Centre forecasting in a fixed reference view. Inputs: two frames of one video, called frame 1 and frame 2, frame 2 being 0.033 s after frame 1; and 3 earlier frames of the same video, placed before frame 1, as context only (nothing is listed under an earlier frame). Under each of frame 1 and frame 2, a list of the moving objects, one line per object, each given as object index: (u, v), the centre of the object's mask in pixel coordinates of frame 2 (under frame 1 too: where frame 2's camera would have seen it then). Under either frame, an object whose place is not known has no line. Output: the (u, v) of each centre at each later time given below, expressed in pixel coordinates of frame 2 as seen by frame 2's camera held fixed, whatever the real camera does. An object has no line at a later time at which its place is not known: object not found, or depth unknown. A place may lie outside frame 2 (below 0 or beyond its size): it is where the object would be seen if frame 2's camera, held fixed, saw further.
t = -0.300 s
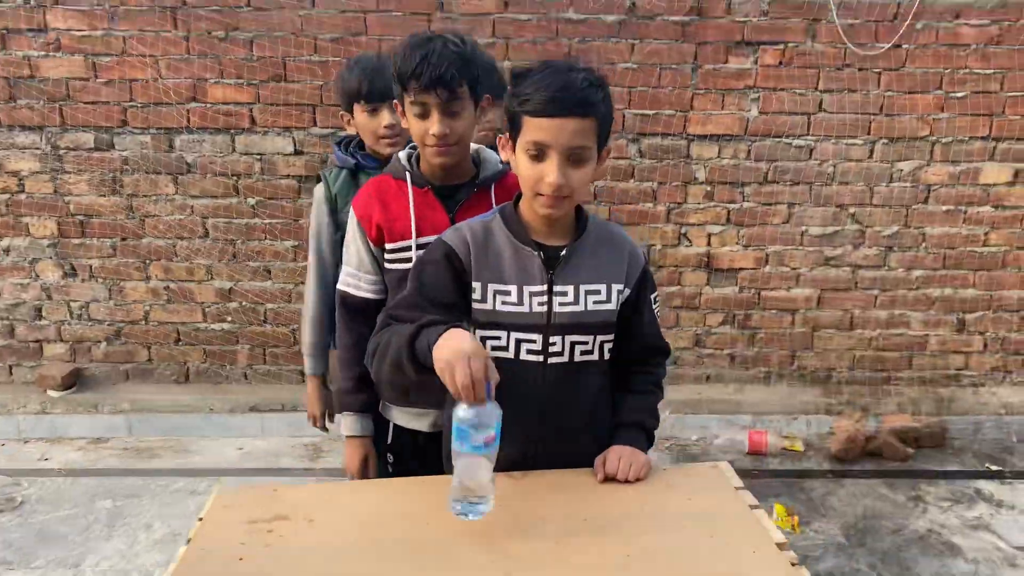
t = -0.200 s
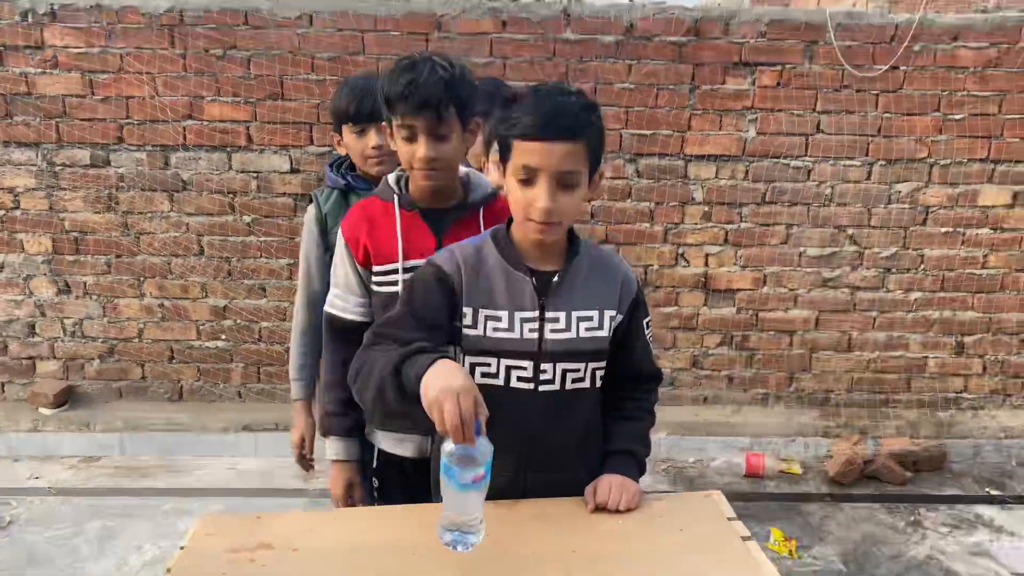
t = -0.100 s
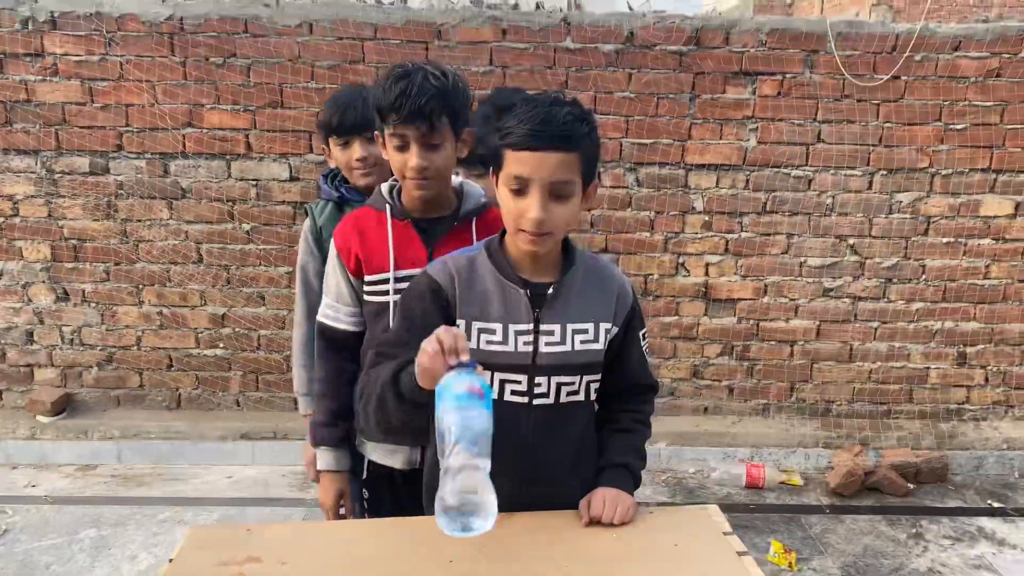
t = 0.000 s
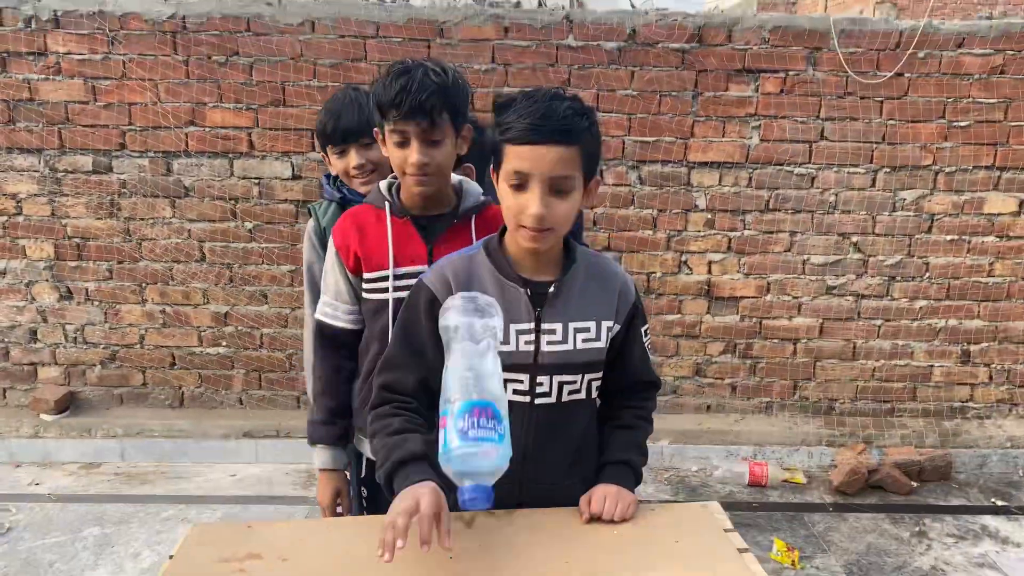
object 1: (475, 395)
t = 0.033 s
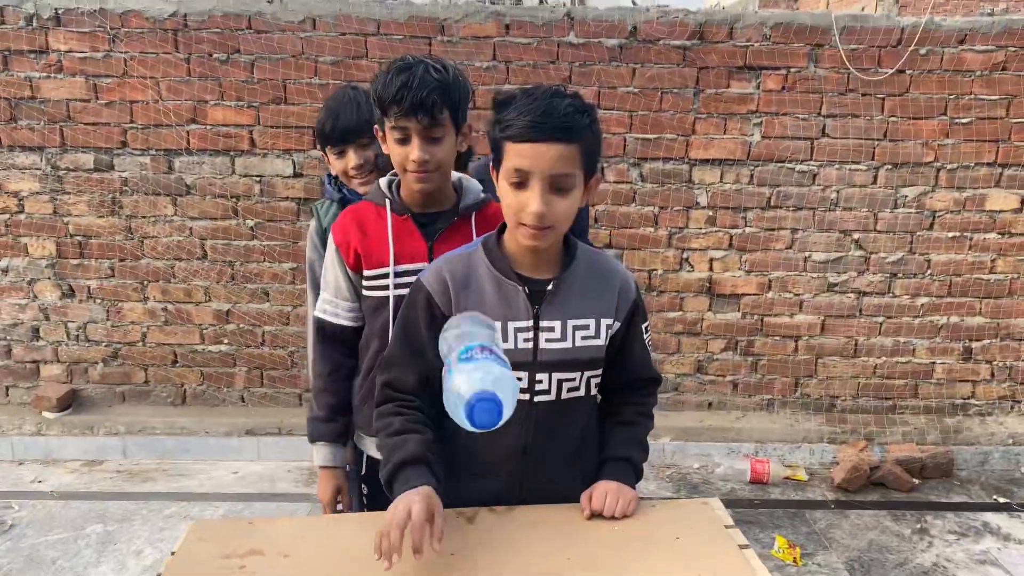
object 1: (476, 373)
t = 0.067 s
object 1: (480, 394)
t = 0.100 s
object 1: (474, 464)
